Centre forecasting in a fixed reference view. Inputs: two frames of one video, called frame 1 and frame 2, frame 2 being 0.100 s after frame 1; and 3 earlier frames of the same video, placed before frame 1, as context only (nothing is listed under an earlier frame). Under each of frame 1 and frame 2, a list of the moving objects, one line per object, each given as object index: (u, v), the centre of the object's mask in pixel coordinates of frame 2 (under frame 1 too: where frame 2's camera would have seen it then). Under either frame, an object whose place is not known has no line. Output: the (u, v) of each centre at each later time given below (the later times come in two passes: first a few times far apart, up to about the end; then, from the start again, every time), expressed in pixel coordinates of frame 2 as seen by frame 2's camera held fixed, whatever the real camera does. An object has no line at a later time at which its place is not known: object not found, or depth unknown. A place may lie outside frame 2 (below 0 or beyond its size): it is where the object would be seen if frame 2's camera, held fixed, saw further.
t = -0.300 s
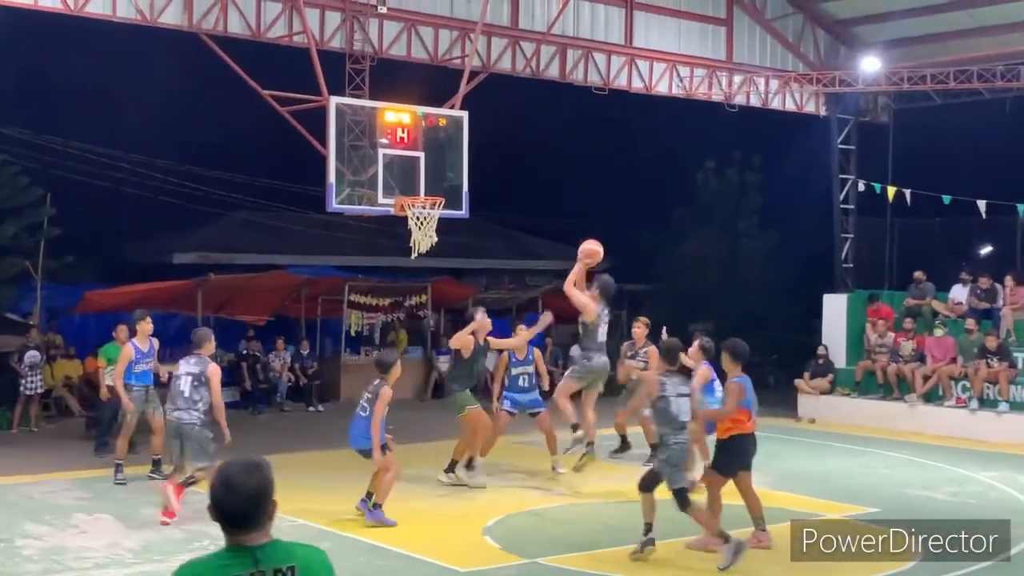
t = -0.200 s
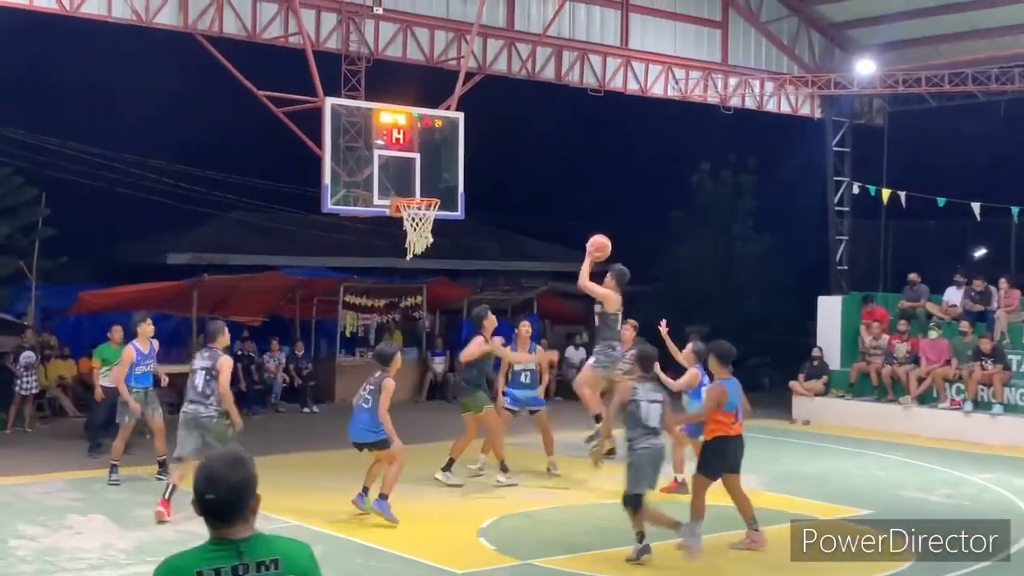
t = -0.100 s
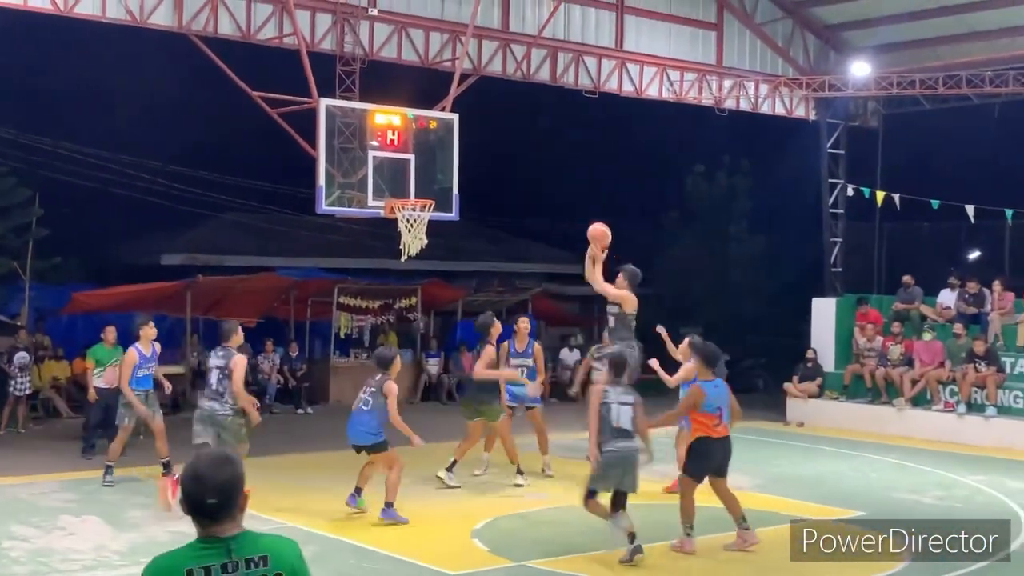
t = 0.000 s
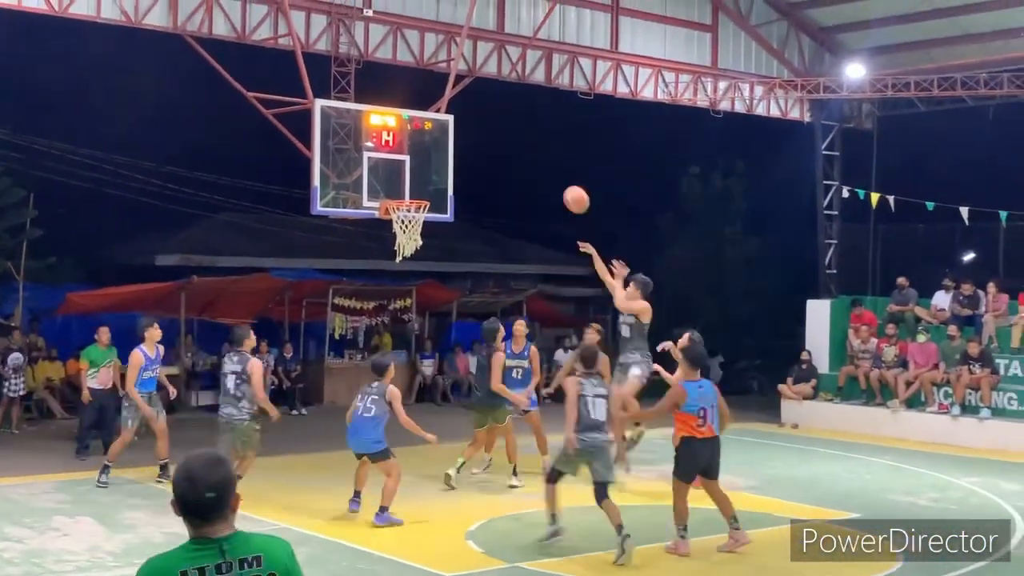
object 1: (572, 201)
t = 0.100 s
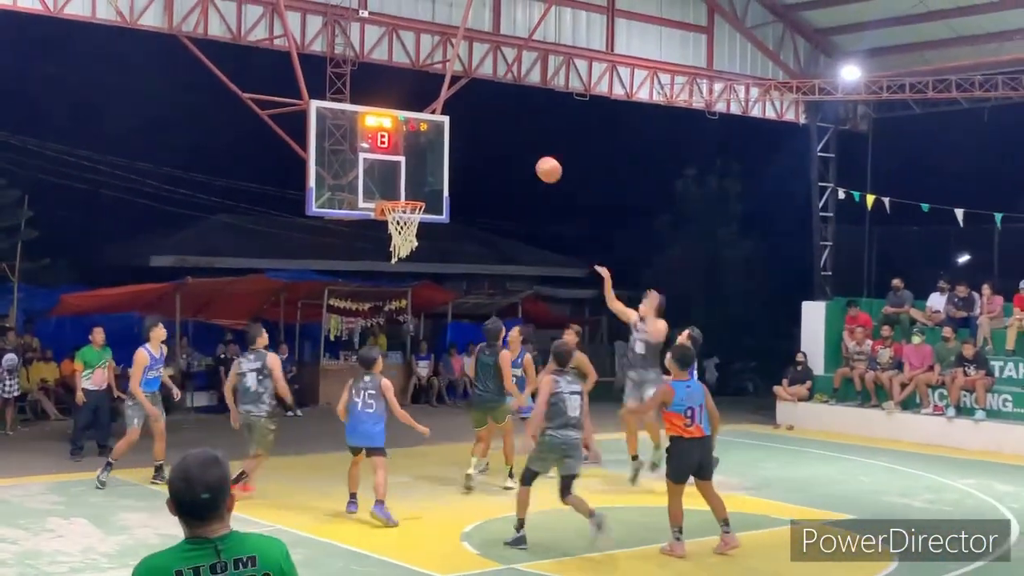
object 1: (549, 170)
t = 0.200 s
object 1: (526, 148)
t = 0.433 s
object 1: (473, 134)
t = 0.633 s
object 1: (429, 161)
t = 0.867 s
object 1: (401, 195)
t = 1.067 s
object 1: (417, 195)
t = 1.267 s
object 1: (434, 222)
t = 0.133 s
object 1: (541, 161)
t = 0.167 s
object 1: (533, 154)
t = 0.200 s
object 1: (526, 148)
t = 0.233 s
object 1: (518, 143)
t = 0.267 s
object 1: (510, 139)
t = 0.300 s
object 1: (503, 136)
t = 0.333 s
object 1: (495, 134)
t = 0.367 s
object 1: (488, 133)
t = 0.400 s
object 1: (480, 133)
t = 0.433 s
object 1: (473, 134)
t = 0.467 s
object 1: (465, 136)
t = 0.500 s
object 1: (459, 139)
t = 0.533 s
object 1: (452, 143)
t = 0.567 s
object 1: (443, 148)
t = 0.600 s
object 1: (436, 154)
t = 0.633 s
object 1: (429, 161)
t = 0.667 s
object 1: (421, 169)
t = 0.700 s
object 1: (415, 177)
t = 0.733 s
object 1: (408, 187)
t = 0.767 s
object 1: (401, 195)
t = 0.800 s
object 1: (399, 197)
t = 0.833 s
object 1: (400, 196)
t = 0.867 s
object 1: (401, 195)
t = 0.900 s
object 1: (404, 193)
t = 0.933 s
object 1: (407, 192)
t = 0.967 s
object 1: (409, 192)
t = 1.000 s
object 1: (412, 192)
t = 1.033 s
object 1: (414, 192)
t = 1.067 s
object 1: (417, 195)
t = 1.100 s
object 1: (420, 197)
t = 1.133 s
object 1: (423, 200)
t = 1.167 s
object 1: (426, 205)
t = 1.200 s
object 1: (429, 213)
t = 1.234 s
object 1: (431, 218)
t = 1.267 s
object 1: (434, 222)
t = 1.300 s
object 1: (438, 228)
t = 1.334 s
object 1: (443, 234)
